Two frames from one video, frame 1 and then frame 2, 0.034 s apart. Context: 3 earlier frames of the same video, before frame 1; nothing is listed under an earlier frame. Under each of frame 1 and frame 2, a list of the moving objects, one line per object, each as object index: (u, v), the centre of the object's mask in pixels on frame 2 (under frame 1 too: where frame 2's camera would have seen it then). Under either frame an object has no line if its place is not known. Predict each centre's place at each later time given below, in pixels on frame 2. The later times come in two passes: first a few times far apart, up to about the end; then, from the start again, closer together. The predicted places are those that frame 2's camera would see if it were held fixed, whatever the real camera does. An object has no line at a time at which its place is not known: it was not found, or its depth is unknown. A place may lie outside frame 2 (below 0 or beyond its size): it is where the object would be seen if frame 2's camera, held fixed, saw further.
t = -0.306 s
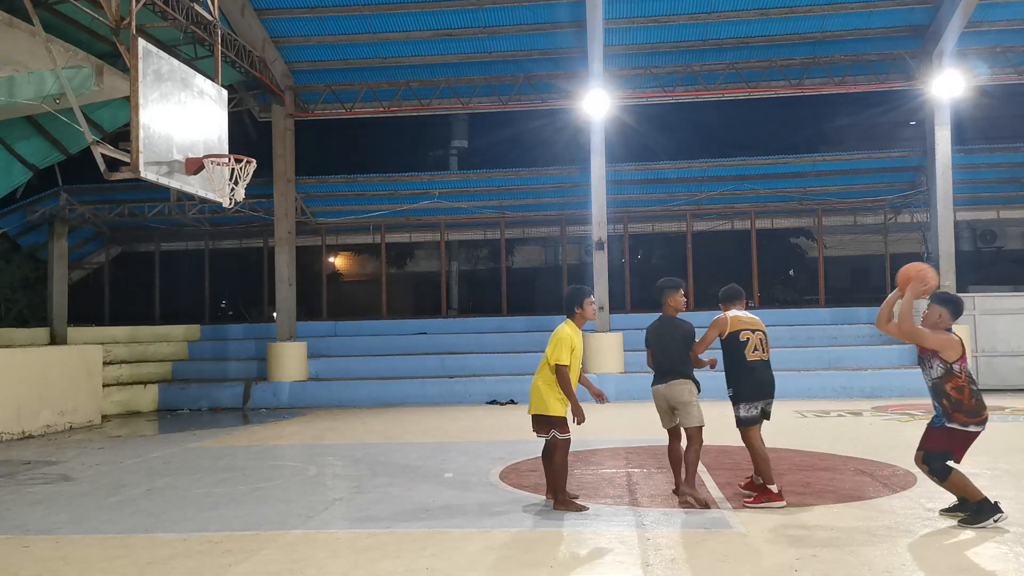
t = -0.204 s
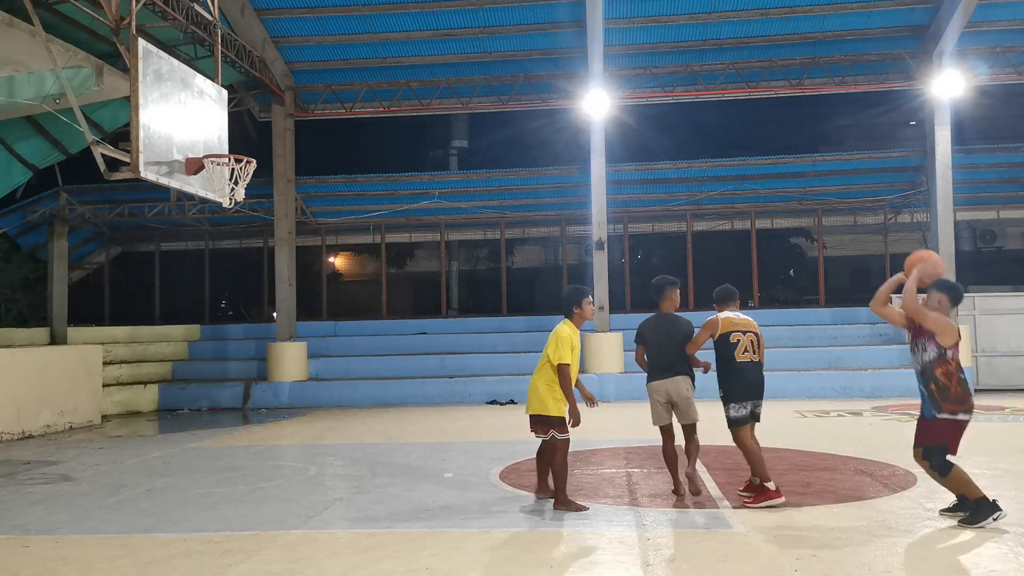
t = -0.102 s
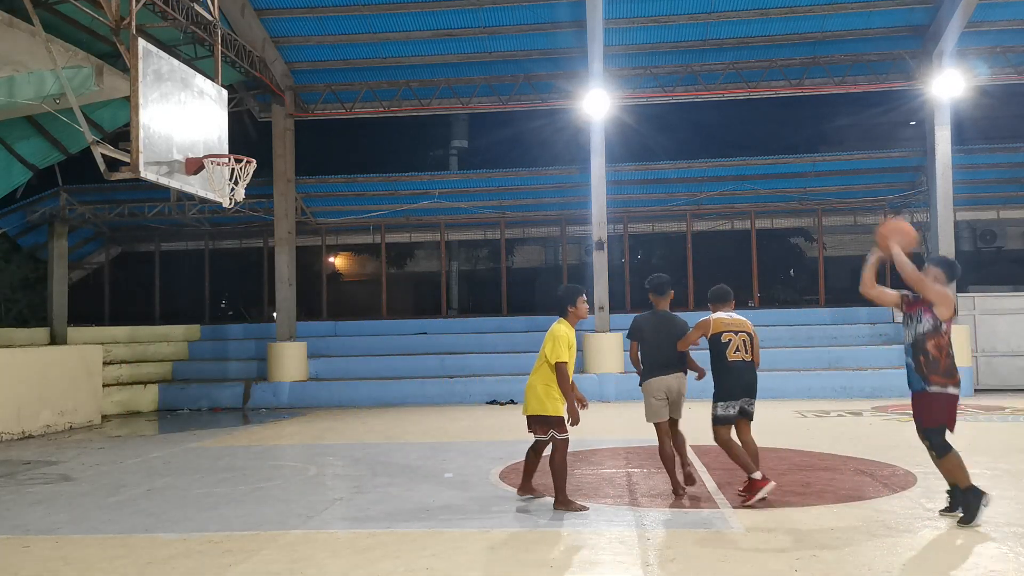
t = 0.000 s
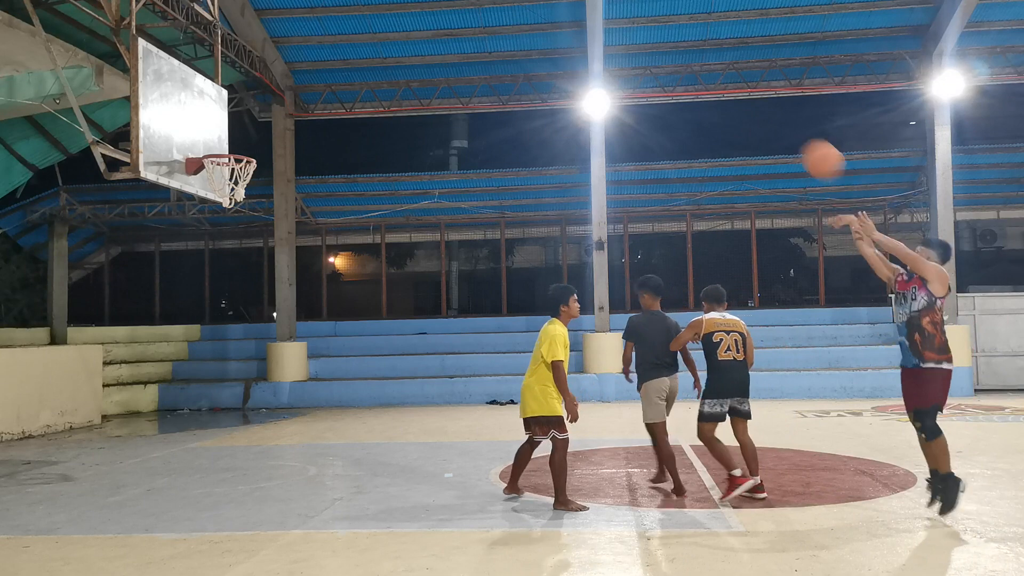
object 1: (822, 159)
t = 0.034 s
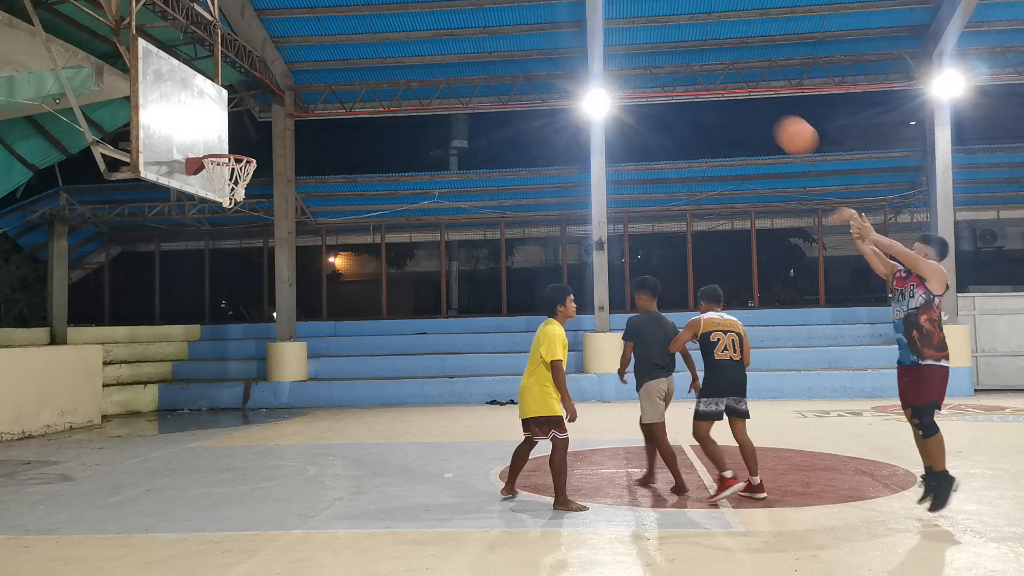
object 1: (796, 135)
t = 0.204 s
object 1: (677, 46)
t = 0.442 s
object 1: (535, 4)
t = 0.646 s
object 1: (431, 7)
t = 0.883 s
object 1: (326, 62)
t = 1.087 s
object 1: (246, 150)
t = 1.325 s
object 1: (231, 172)
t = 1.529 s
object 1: (247, 193)
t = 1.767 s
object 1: (262, 263)
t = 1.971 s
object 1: (275, 368)
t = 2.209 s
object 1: (283, 404)
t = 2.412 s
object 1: (282, 325)
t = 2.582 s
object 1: (280, 291)
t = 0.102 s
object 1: (747, 95)
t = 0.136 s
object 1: (723, 76)
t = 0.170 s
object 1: (700, 60)
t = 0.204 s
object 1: (677, 46)
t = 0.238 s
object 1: (656, 34)
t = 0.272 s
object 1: (634, 23)
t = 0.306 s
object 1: (617, 15)
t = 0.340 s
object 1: (594, 10)
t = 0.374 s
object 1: (573, 8)
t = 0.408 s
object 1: (554, 5)
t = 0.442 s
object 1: (535, 4)
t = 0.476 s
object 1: (518, 3)
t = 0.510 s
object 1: (500, 2)
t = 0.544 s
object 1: (481, 3)
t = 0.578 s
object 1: (463, 4)
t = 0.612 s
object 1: (447, 5)
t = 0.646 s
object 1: (431, 7)
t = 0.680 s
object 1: (416, 9)
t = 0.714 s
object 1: (400, 13)
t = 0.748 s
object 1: (385, 20)
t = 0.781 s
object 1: (370, 29)
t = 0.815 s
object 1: (356, 39)
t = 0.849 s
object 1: (341, 50)
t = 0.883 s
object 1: (326, 62)
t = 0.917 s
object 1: (312, 75)
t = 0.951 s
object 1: (298, 89)
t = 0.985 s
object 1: (285, 104)
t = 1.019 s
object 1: (271, 120)
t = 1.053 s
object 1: (258, 137)
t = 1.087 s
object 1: (246, 150)
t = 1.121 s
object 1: (234, 159)
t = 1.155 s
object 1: (222, 164)
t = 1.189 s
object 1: (218, 166)
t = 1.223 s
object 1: (219, 168)
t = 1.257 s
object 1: (223, 170)
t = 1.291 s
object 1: (228, 172)
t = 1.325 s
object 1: (231, 172)
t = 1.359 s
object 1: (234, 175)
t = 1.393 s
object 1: (237, 177)
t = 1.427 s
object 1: (240, 184)
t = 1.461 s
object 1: (243, 186)
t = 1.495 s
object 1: (245, 189)
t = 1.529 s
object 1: (247, 193)
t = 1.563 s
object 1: (249, 198)
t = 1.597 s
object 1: (251, 206)
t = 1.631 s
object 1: (253, 215)
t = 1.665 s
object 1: (255, 225)
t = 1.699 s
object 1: (258, 236)
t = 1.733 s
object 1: (260, 249)
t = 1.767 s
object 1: (262, 263)
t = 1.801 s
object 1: (264, 278)
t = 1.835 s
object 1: (266, 293)
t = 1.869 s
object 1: (269, 310)
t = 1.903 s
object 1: (271, 328)
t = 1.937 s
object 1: (273, 346)
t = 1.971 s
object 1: (275, 368)
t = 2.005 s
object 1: (277, 389)
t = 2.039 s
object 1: (280, 411)
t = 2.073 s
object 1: (281, 435)
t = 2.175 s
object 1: (283, 420)
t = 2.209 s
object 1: (283, 404)
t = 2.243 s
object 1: (283, 387)
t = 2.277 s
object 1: (282, 372)
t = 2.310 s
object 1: (282, 358)
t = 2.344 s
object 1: (282, 345)
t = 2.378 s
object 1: (282, 334)
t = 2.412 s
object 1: (282, 325)
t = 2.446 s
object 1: (281, 316)
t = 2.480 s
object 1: (281, 307)
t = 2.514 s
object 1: (281, 301)
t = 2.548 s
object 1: (280, 295)
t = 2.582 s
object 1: (280, 291)
